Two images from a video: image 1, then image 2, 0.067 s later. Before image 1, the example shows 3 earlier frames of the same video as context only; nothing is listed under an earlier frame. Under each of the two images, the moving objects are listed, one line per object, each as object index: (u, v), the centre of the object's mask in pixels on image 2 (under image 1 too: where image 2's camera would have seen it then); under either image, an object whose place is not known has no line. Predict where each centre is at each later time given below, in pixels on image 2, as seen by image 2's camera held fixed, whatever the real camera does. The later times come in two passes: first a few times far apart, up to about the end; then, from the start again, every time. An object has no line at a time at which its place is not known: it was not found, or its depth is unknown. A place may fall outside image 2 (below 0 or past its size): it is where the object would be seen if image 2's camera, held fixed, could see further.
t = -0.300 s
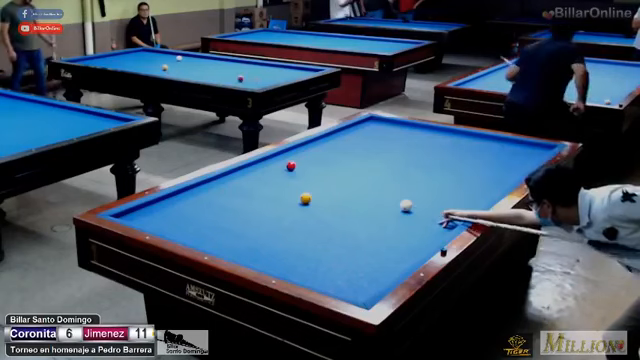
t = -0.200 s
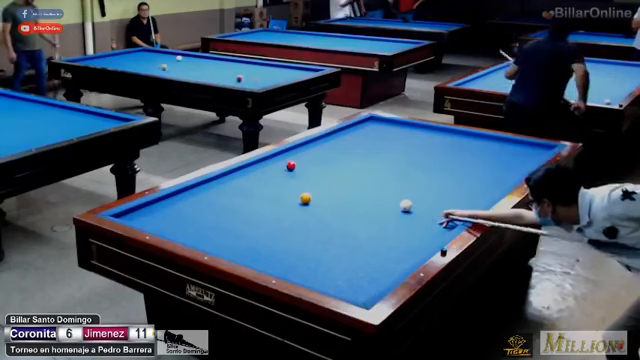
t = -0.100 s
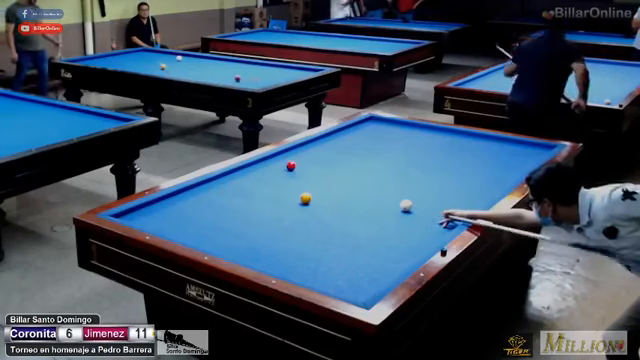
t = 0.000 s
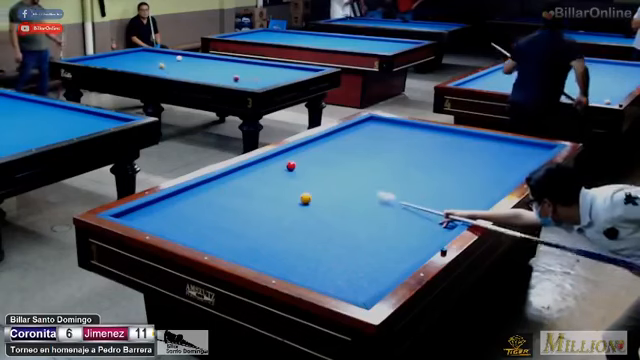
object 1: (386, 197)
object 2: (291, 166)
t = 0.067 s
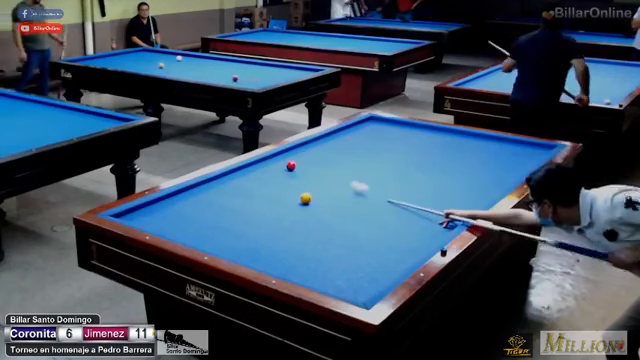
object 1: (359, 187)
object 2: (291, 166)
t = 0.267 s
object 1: (299, 163)
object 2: (286, 165)
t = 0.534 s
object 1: (308, 145)
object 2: (254, 170)
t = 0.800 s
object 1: (360, 137)
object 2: (264, 181)
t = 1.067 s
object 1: (403, 129)
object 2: (274, 193)
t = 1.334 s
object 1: (431, 132)
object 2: (284, 205)
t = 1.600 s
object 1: (448, 143)
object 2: (296, 219)
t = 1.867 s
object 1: (467, 156)
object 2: (309, 234)
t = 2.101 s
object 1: (486, 168)
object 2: (321, 248)
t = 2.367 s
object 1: (502, 181)
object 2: (336, 265)
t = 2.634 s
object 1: (470, 186)
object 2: (352, 284)
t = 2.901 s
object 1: (437, 191)
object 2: (352, 294)
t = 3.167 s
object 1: (404, 195)
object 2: (343, 289)
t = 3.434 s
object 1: (369, 200)
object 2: (336, 283)
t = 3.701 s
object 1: (334, 205)
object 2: (329, 278)
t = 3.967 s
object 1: (298, 210)
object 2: (324, 273)
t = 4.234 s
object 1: (263, 215)
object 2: (318, 268)
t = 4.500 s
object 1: (227, 220)
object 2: (313, 264)
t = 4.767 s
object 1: (190, 225)
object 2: (310, 261)
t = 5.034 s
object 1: (156, 227)
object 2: (306, 257)
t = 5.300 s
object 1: (153, 218)
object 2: (303, 254)
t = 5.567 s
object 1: (151, 209)
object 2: (300, 252)
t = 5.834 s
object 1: (158, 203)
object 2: (297, 250)
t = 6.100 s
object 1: (176, 201)
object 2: (294, 249)
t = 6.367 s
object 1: (193, 200)
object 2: (292, 247)
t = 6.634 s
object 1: (209, 198)
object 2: (290, 247)
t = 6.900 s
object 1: (224, 197)
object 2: (290, 246)
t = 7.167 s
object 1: (238, 196)
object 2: (289, 246)
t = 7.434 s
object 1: (251, 195)
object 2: (289, 246)
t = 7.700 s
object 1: (264, 193)
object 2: (289, 246)
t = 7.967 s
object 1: (276, 192)
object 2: (289, 246)
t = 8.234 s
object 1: (288, 191)
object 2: (289, 246)
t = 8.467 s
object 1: (298, 189)
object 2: (289, 246)
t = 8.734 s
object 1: (309, 187)
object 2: (289, 246)
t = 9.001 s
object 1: (318, 187)
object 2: (289, 246)
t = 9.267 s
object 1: (326, 187)
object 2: (289, 246)
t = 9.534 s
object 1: (334, 186)
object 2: (289, 246)
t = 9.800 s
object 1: (341, 185)
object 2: (289, 246)
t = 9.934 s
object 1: (344, 185)
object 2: (289, 246)
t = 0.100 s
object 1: (346, 182)
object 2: (291, 165)
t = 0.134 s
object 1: (336, 179)
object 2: (291, 166)
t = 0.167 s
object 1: (324, 174)
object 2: (291, 166)
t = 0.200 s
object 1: (315, 170)
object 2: (291, 166)
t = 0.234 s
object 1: (304, 167)
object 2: (290, 166)
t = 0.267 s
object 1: (299, 163)
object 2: (286, 165)
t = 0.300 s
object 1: (300, 161)
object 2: (277, 165)
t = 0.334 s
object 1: (299, 158)
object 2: (269, 165)
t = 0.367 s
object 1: (299, 155)
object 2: (260, 165)
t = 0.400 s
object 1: (299, 152)
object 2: (253, 165)
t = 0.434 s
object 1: (298, 150)
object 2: (250, 166)
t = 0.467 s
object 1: (298, 147)
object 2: (251, 167)
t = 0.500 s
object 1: (302, 146)
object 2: (253, 169)
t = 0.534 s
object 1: (308, 145)
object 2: (254, 170)
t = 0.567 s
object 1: (316, 144)
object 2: (256, 172)
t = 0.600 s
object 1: (323, 143)
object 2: (257, 173)
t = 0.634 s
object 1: (330, 142)
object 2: (258, 174)
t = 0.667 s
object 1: (336, 141)
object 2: (259, 175)
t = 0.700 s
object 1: (342, 140)
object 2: (260, 177)
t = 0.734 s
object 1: (347, 139)
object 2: (261, 178)
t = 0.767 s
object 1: (354, 138)
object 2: (263, 179)
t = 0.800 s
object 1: (360, 137)
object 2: (264, 181)
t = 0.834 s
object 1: (365, 135)
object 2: (265, 182)
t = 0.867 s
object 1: (371, 135)
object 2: (266, 184)
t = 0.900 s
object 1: (376, 134)
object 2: (268, 186)
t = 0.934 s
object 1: (382, 133)
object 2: (269, 187)
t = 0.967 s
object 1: (387, 132)
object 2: (270, 188)
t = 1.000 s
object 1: (393, 131)
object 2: (272, 190)
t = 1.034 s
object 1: (398, 130)
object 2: (273, 191)
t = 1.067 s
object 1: (403, 129)
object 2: (274, 193)
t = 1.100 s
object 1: (408, 129)
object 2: (275, 194)
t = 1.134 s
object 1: (414, 128)
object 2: (276, 196)
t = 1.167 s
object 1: (419, 127)
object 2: (278, 197)
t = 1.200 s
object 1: (423, 126)
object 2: (279, 198)
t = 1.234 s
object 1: (426, 127)
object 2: (281, 200)
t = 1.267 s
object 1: (427, 129)
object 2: (282, 202)
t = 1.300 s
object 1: (429, 130)
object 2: (283, 203)
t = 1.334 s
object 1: (431, 132)
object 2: (284, 205)
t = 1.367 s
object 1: (432, 133)
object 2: (286, 207)
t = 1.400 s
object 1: (434, 135)
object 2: (287, 209)
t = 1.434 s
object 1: (436, 136)
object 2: (289, 210)
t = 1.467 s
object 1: (438, 137)
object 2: (290, 212)
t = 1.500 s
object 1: (441, 139)
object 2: (292, 214)
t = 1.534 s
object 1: (443, 140)
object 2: (293, 216)
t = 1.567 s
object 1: (444, 142)
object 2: (294, 217)
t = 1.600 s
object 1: (448, 143)
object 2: (296, 219)
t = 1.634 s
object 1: (450, 145)
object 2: (297, 221)
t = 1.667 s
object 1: (453, 147)
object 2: (299, 223)
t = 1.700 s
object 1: (455, 148)
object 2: (301, 224)
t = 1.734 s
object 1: (457, 149)
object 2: (302, 226)
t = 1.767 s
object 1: (459, 151)
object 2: (303, 228)
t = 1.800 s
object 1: (462, 153)
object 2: (305, 231)
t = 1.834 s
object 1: (465, 154)
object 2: (307, 232)
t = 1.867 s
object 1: (467, 156)
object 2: (309, 234)
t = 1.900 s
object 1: (470, 157)
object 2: (310, 236)
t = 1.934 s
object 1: (472, 159)
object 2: (312, 238)
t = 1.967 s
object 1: (474, 160)
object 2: (314, 240)
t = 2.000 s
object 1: (478, 162)
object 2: (315, 242)
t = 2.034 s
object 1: (481, 164)
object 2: (317, 244)
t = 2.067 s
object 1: (483, 166)
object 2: (319, 246)
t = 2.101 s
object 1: (486, 168)
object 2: (321, 248)
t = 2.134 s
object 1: (489, 170)
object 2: (323, 250)
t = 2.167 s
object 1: (492, 172)
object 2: (324, 252)
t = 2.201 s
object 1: (495, 173)
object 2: (326, 254)
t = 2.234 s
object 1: (498, 176)
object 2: (328, 256)
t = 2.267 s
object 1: (501, 177)
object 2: (330, 259)
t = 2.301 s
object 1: (504, 179)
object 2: (332, 261)
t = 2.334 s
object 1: (506, 180)
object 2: (334, 263)
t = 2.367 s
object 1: (502, 181)
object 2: (336, 265)
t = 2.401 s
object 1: (498, 182)
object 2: (338, 267)
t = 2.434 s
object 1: (494, 183)
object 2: (340, 269)
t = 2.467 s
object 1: (490, 183)
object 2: (342, 272)
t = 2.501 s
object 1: (486, 184)
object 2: (344, 274)
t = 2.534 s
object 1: (482, 185)
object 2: (346, 277)
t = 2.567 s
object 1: (478, 185)
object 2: (348, 279)
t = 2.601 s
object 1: (474, 186)
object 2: (350, 281)
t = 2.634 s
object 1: (470, 186)
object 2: (352, 284)
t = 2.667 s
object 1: (466, 186)
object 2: (354, 286)
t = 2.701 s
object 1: (462, 187)
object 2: (356, 289)
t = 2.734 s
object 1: (457, 188)
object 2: (359, 291)
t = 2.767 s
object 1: (454, 188)
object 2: (360, 293)
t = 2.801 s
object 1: (449, 189)
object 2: (361, 294)
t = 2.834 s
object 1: (446, 189)
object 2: (359, 294)
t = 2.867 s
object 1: (441, 190)
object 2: (355, 294)
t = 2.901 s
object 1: (437, 191)
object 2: (352, 294)
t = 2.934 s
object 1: (433, 191)
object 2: (349, 293)
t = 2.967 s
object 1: (429, 192)
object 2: (348, 292)
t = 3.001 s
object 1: (424, 193)
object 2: (347, 292)
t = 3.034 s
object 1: (420, 193)
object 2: (346, 291)
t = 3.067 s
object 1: (416, 194)
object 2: (346, 291)
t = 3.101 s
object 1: (412, 194)
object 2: (344, 290)
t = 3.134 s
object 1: (408, 195)
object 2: (343, 289)
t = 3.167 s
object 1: (404, 195)
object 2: (343, 289)
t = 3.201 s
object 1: (399, 197)
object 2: (342, 288)
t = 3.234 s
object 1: (395, 197)
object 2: (341, 287)
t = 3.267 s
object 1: (391, 198)
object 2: (340, 287)
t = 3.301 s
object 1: (387, 198)
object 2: (339, 286)
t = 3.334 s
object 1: (382, 199)
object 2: (338, 285)
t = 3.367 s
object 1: (378, 200)
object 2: (337, 285)
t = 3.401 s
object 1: (373, 200)
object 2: (337, 284)
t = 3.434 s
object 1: (369, 200)
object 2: (336, 283)
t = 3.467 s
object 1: (365, 201)
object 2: (335, 283)
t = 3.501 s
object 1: (360, 202)
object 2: (334, 282)
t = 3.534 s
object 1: (356, 202)
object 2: (333, 282)
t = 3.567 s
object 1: (352, 203)
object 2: (332, 281)
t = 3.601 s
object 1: (347, 204)
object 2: (331, 280)
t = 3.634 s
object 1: (343, 204)
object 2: (331, 280)
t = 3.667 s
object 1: (339, 205)
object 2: (330, 278)
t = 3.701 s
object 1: (334, 205)
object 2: (329, 278)
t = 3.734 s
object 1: (330, 206)
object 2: (328, 277)
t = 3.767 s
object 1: (326, 207)
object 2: (328, 276)
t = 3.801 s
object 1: (321, 207)
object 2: (327, 276)
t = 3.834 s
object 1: (317, 208)
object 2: (326, 275)
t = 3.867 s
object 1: (312, 209)
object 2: (326, 275)
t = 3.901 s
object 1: (308, 209)
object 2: (325, 274)
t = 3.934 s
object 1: (303, 210)
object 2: (324, 273)
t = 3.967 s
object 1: (298, 210)
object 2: (324, 273)
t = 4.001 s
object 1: (294, 211)
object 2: (323, 272)
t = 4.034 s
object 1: (289, 212)
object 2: (322, 271)
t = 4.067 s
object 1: (285, 212)
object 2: (321, 271)
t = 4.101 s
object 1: (281, 212)
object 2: (321, 271)
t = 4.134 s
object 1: (276, 213)
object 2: (320, 270)
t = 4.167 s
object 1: (272, 214)
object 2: (319, 269)
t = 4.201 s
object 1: (267, 215)
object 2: (319, 269)
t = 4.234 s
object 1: (263, 215)
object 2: (318, 268)
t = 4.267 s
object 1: (259, 215)
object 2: (318, 268)
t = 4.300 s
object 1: (254, 216)
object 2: (317, 267)
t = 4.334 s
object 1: (249, 216)
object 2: (316, 266)
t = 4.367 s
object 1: (245, 217)
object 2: (316, 266)
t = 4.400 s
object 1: (240, 218)
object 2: (315, 265)
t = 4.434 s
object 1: (235, 219)
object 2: (315, 265)
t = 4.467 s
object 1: (231, 219)
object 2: (314, 265)
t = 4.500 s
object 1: (227, 220)
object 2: (313, 264)
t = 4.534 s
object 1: (222, 221)
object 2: (313, 264)
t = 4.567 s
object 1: (217, 221)
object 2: (312, 263)
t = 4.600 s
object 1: (213, 222)
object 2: (312, 263)
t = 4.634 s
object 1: (208, 223)
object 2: (312, 262)
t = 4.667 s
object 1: (203, 223)
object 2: (311, 262)
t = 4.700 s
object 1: (199, 224)
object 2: (311, 262)
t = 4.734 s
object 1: (194, 224)
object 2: (310, 261)
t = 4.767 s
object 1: (190, 225)
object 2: (310, 261)
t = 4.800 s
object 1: (185, 226)
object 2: (309, 260)
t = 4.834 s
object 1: (181, 226)
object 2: (309, 260)
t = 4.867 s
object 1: (176, 227)
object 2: (308, 259)
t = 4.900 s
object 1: (172, 227)
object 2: (308, 259)
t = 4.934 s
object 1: (167, 228)
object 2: (307, 258)
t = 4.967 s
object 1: (163, 227)
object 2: (307, 258)
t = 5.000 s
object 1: (157, 227)
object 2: (306, 258)
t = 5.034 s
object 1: (156, 227)
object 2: (306, 257)
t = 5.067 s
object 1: (156, 226)
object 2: (305, 257)
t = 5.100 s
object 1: (156, 225)
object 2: (305, 256)
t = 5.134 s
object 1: (155, 224)
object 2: (305, 256)
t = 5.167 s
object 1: (155, 223)
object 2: (304, 256)
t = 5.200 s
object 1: (154, 222)
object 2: (304, 255)
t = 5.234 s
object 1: (154, 221)
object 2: (303, 255)
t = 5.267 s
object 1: (154, 220)
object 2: (303, 254)
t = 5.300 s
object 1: (153, 218)
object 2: (303, 254)
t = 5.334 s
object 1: (153, 217)
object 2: (302, 254)
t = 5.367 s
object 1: (153, 216)
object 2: (302, 253)
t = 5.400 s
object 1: (152, 215)
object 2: (302, 253)
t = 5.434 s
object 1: (152, 213)
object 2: (301, 253)
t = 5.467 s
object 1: (152, 212)
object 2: (301, 253)
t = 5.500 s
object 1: (152, 211)
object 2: (300, 252)
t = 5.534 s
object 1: (151, 210)
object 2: (300, 252)
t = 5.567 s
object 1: (151, 209)
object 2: (300, 252)
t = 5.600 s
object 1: (151, 208)
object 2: (299, 251)
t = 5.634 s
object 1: (151, 207)
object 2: (299, 251)
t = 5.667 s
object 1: (150, 206)
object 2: (299, 251)
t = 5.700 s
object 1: (150, 205)
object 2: (298, 251)
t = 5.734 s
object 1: (151, 204)
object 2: (298, 250)
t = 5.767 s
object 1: (153, 204)
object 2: (298, 250)
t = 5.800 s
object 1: (156, 203)
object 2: (297, 250)
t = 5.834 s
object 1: (158, 203)
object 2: (297, 250)
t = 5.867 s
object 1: (160, 203)
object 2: (296, 250)
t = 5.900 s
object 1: (162, 203)
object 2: (296, 249)
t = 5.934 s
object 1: (164, 203)
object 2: (296, 249)
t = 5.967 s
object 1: (167, 202)
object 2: (295, 249)
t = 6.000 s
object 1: (169, 202)
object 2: (295, 249)
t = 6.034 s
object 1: (171, 202)
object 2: (295, 249)
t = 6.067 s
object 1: (173, 202)
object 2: (295, 249)
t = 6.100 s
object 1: (176, 201)
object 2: (294, 249)
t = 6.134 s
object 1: (178, 201)
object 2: (294, 248)
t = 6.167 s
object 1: (180, 201)
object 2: (294, 248)
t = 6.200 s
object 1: (182, 200)
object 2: (294, 248)
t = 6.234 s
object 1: (184, 200)
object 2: (293, 248)
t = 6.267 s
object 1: (187, 200)
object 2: (293, 248)
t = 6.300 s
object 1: (188, 200)
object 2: (293, 248)
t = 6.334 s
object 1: (191, 200)
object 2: (292, 247)
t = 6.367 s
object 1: (193, 200)
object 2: (292, 247)
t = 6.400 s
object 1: (195, 200)
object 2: (292, 247)
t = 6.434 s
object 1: (197, 199)
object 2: (292, 247)
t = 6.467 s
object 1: (199, 199)
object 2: (291, 247)
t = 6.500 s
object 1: (200, 199)
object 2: (291, 247)
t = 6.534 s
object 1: (203, 199)
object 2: (291, 247)
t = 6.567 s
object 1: (205, 198)
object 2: (291, 247)
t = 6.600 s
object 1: (207, 198)
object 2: (291, 247)
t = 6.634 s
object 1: (209, 198)
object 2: (290, 247)
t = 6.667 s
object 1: (210, 198)
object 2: (290, 246)
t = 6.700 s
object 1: (213, 198)
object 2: (290, 246)
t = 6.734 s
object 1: (215, 198)
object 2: (290, 246)
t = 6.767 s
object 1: (217, 197)
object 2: (290, 246)
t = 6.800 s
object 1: (218, 197)
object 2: (290, 246)
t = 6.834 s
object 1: (221, 197)
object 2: (290, 246)
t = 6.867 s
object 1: (222, 197)
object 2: (290, 246)
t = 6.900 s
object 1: (224, 197)
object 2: (290, 246)
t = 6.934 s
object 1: (226, 197)
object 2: (290, 246)
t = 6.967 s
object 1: (227, 196)
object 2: (290, 246)
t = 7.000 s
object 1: (230, 196)
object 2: (290, 246)
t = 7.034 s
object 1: (231, 196)
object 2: (290, 246)
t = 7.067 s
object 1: (233, 196)
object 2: (290, 246)
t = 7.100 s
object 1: (234, 196)
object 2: (290, 246)
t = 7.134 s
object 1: (237, 196)
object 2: (289, 246)
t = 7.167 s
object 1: (238, 196)
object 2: (289, 246)
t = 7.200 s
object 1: (240, 195)
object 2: (289, 246)
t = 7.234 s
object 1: (241, 196)
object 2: (289, 246)
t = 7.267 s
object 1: (243, 195)
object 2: (289, 246)
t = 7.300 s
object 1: (246, 195)
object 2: (289, 246)
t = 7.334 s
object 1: (247, 195)
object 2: (289, 246)
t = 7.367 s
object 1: (249, 195)
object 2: (289, 246)
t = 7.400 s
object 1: (250, 195)
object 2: (289, 246)
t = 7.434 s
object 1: (251, 195)
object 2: (289, 246)
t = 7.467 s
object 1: (253, 194)
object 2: (289, 246)
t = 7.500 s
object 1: (255, 195)
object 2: (289, 246)
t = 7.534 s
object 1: (257, 194)
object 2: (289, 246)
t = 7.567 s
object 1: (258, 194)
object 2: (289, 246)
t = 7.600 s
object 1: (259, 194)
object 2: (289, 246)
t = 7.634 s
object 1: (261, 194)
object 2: (289, 246)
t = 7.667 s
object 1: (263, 193)
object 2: (289, 246)
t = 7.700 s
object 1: (264, 193)
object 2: (289, 246)
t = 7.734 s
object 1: (266, 193)
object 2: (289, 246)
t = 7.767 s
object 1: (267, 193)
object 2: (289, 246)
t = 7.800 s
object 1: (269, 193)
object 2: (289, 246)
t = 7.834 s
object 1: (271, 193)
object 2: (289, 246)
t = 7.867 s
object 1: (273, 192)
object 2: (289, 246)
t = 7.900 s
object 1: (274, 192)
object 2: (289, 246)
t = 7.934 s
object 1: (275, 192)
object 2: (289, 246)
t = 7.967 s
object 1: (276, 192)
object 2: (289, 246)
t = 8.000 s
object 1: (278, 192)
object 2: (289, 246)
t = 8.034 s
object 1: (280, 192)
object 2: (289, 246)
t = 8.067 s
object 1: (280, 191)
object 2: (289, 246)
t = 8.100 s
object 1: (282, 191)
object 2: (289, 246)
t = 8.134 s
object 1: (283, 191)
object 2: (289, 246)
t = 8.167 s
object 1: (285, 191)
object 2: (289, 246)
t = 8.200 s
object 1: (287, 191)
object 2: (289, 246)
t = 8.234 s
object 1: (288, 191)
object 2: (289, 246)
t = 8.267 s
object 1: (290, 191)
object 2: (289, 246)
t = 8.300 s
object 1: (291, 191)
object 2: (289, 246)
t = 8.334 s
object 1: (292, 190)
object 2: (289, 246)
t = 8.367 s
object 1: (293, 190)
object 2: (289, 246)
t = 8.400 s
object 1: (294, 190)
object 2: (289, 246)
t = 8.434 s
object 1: (296, 190)
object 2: (289, 246)
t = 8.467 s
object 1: (298, 189)
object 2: (289, 246)
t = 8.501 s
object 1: (299, 189)
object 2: (289, 246)
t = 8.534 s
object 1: (301, 189)
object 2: (289, 246)
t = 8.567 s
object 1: (302, 188)
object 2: (289, 246)
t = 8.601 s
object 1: (303, 188)
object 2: (289, 246)
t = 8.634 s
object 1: (305, 187)
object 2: (289, 246)
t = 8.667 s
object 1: (305, 187)
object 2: (289, 246)
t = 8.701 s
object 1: (308, 187)
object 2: (289, 246)
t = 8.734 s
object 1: (309, 187)
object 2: (289, 246)
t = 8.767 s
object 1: (310, 188)
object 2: (289, 246)
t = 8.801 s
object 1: (312, 188)
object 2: (289, 246)
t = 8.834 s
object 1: (312, 188)
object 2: (289, 246)
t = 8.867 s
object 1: (313, 188)
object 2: (289, 246)
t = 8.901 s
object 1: (314, 188)
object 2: (289, 246)
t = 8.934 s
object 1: (316, 188)
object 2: (289, 246)
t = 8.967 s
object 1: (317, 187)
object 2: (289, 246)
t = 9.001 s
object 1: (318, 187)
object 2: (289, 246)
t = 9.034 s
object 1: (318, 188)
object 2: (289, 246)
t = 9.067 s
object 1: (319, 187)
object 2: (289, 246)
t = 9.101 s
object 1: (321, 187)
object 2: (289, 246)
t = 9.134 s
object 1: (322, 187)
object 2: (289, 246)
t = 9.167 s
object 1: (323, 187)
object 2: (289, 246)
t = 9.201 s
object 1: (324, 187)
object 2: (289, 246)
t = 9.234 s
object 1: (325, 187)
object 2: (289, 246)
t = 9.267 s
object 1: (326, 187)
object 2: (289, 246)
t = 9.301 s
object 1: (327, 186)
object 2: (289, 246)
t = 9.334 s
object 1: (328, 186)
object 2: (289, 246)
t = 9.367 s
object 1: (329, 186)
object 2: (289, 246)
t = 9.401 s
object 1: (330, 186)
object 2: (289, 246)
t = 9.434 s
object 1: (331, 186)
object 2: (289, 246)
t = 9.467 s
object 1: (333, 186)
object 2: (289, 246)
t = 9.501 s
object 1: (333, 186)
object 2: (289, 246)
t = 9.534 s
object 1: (334, 186)
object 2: (289, 246)
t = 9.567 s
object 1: (335, 186)
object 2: (289, 246)
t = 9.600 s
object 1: (336, 186)
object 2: (289, 246)
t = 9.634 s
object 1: (337, 186)
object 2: (289, 246)
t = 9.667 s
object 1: (338, 186)
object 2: (289, 246)
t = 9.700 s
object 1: (338, 186)
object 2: (289, 246)
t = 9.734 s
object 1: (339, 185)
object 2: (289, 246)
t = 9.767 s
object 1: (340, 185)
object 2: (289, 246)
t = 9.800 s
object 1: (341, 185)
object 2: (289, 246)
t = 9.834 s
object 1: (342, 185)
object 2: (289, 246)
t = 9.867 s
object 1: (343, 185)
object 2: (289, 246)
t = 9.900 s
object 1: (344, 185)
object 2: (289, 246)
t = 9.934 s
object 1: (344, 185)
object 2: (289, 246)
